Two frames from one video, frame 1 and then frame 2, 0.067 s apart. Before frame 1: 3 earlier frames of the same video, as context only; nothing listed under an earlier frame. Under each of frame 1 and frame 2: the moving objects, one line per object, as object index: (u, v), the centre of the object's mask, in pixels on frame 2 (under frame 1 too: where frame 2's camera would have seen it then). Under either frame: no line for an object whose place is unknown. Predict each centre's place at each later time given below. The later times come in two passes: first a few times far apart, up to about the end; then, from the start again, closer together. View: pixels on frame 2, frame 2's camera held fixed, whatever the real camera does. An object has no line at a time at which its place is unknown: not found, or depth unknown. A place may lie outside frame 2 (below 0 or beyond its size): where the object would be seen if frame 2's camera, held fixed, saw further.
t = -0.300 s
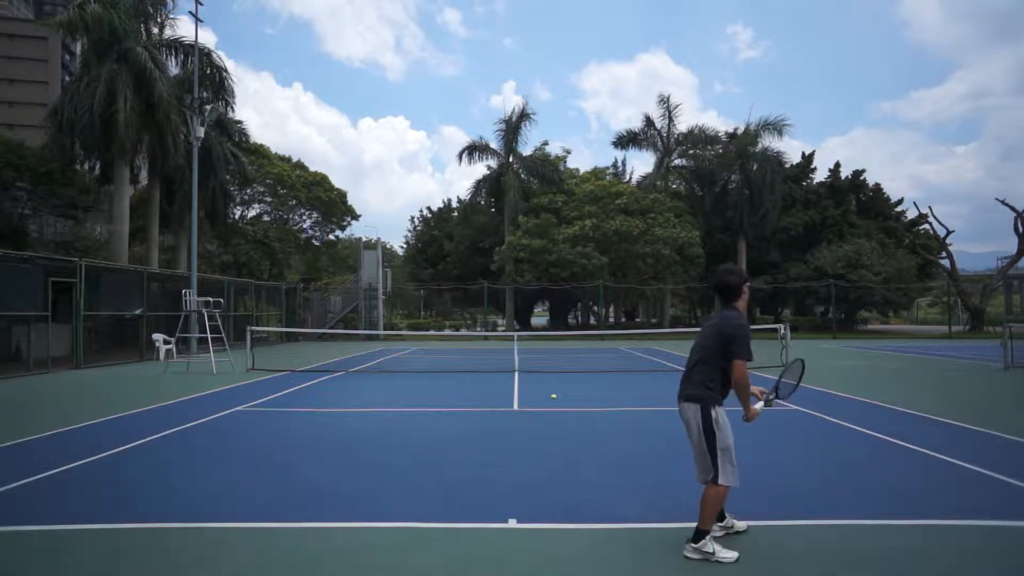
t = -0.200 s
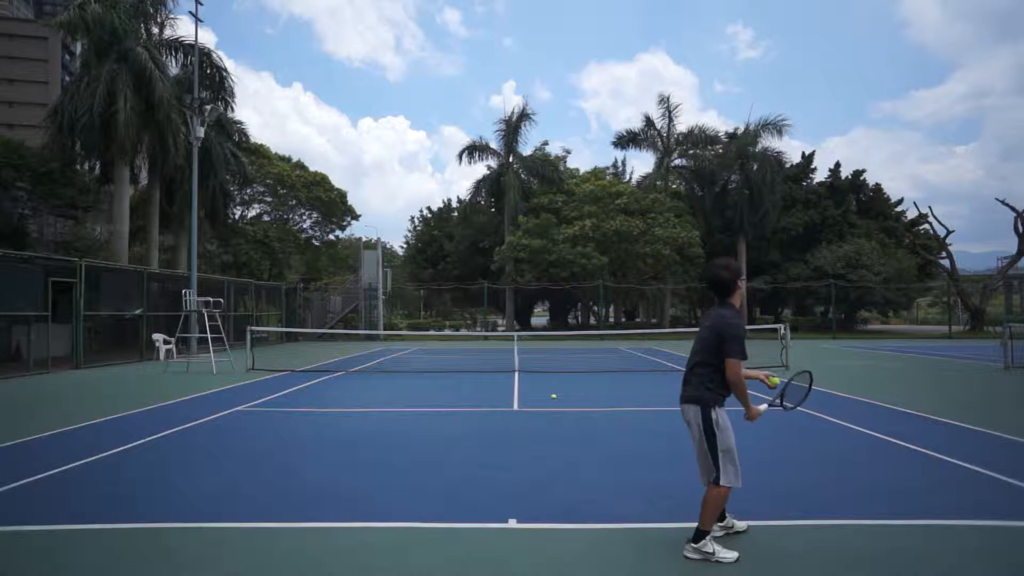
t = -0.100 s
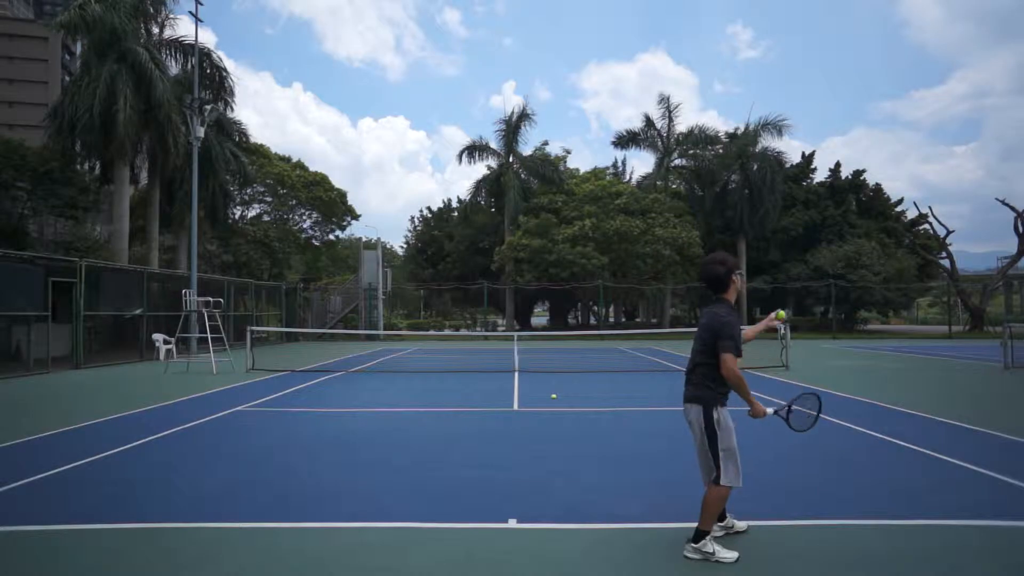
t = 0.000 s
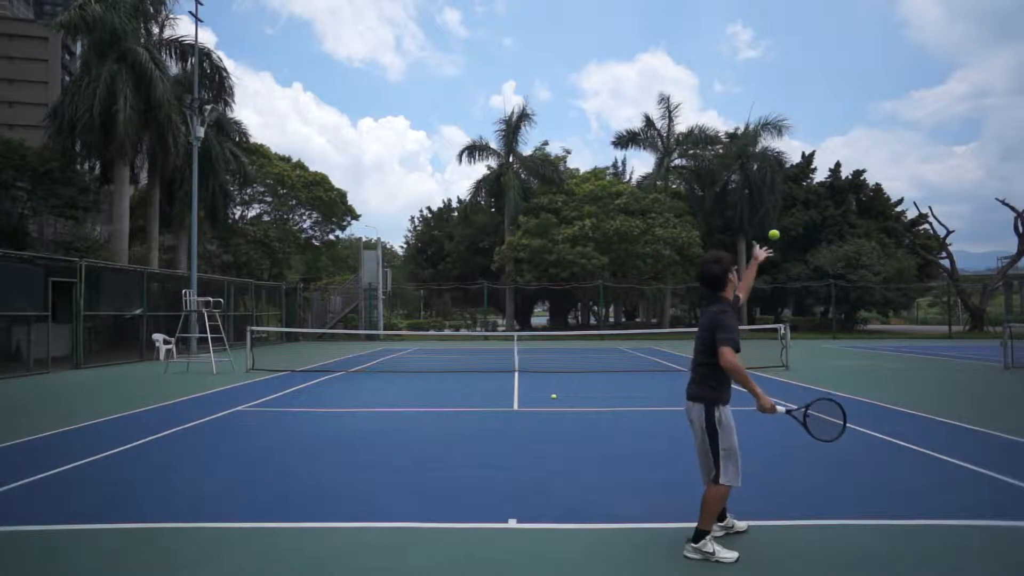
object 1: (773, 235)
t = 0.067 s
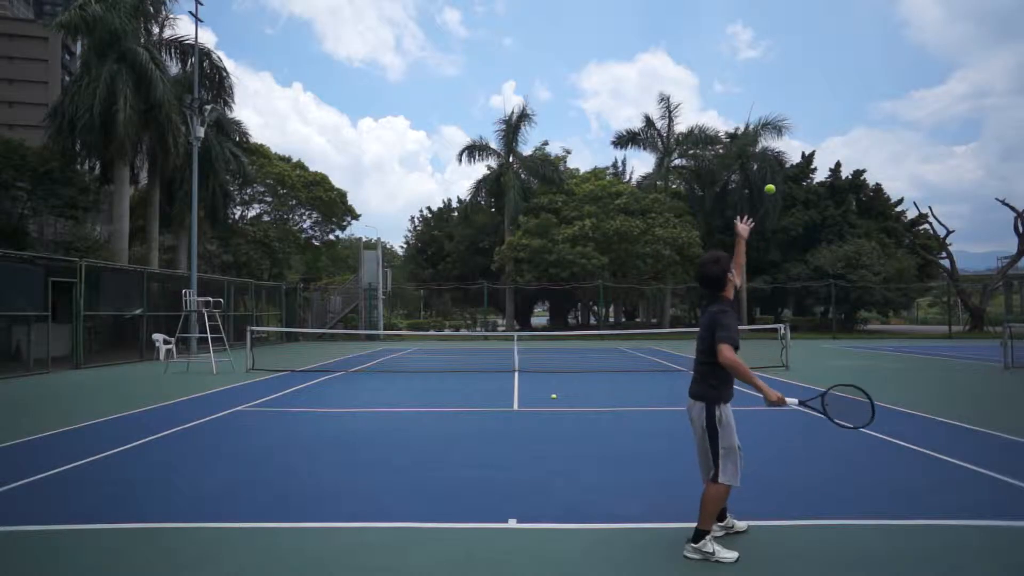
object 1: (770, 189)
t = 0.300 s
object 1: (756, 85)
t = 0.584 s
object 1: (740, 64)
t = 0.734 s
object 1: (732, 100)
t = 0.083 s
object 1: (769, 179)
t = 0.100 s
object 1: (767, 169)
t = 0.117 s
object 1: (766, 160)
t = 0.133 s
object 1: (765, 150)
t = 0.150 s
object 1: (763, 143)
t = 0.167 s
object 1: (763, 134)
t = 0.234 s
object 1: (759, 106)
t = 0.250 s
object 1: (758, 100)
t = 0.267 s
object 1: (757, 95)
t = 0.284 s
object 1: (756, 89)
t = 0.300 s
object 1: (756, 85)
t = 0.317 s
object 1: (754, 80)
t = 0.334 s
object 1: (753, 76)
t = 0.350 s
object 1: (753, 73)
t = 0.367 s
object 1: (752, 69)
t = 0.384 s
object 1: (751, 66)
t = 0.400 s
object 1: (750, 64)
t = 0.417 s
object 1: (749, 62)
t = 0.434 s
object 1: (748, 60)
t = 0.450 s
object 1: (747, 59)
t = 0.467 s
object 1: (746, 59)
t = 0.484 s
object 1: (745, 58)
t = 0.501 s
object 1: (744, 58)
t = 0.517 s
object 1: (743, 59)
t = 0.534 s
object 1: (742, 59)
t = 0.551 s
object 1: (741, 61)
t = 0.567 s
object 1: (740, 62)
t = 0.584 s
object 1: (740, 64)
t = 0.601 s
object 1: (738, 67)
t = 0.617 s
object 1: (738, 69)
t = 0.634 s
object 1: (737, 73)
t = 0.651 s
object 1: (736, 76)
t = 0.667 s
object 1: (735, 80)
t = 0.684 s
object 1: (734, 84)
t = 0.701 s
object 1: (733, 89)
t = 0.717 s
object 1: (733, 94)
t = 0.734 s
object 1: (732, 100)
